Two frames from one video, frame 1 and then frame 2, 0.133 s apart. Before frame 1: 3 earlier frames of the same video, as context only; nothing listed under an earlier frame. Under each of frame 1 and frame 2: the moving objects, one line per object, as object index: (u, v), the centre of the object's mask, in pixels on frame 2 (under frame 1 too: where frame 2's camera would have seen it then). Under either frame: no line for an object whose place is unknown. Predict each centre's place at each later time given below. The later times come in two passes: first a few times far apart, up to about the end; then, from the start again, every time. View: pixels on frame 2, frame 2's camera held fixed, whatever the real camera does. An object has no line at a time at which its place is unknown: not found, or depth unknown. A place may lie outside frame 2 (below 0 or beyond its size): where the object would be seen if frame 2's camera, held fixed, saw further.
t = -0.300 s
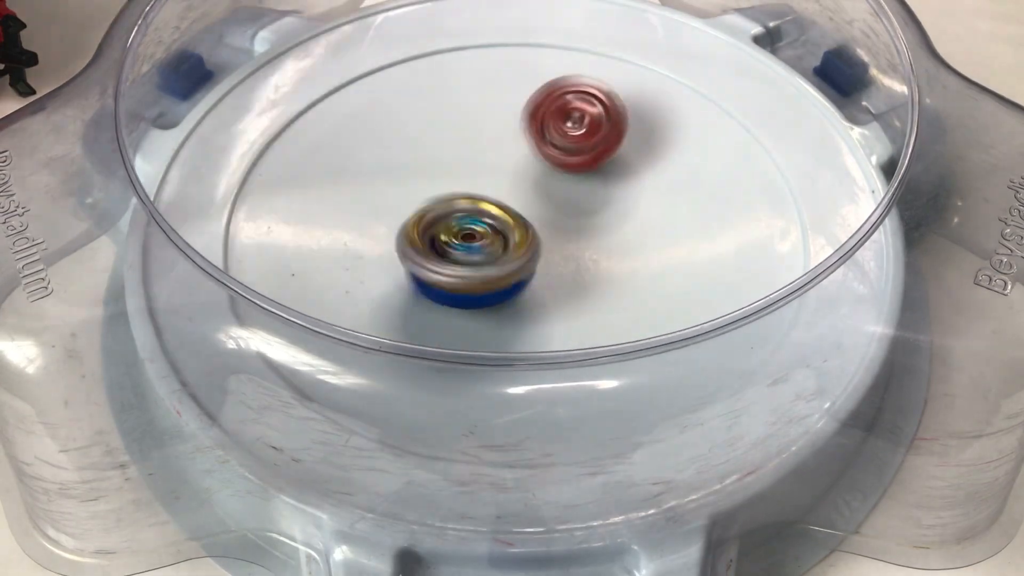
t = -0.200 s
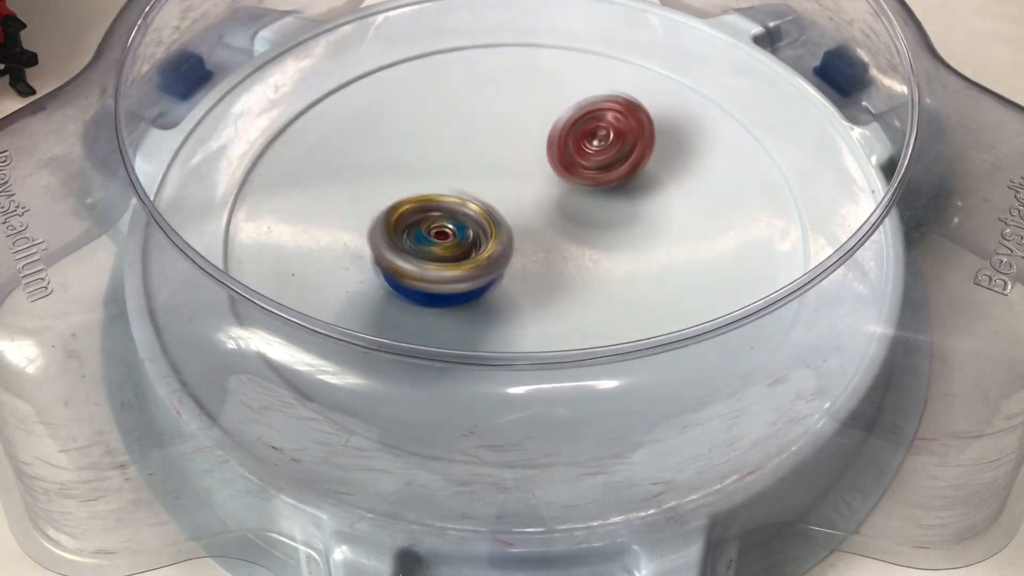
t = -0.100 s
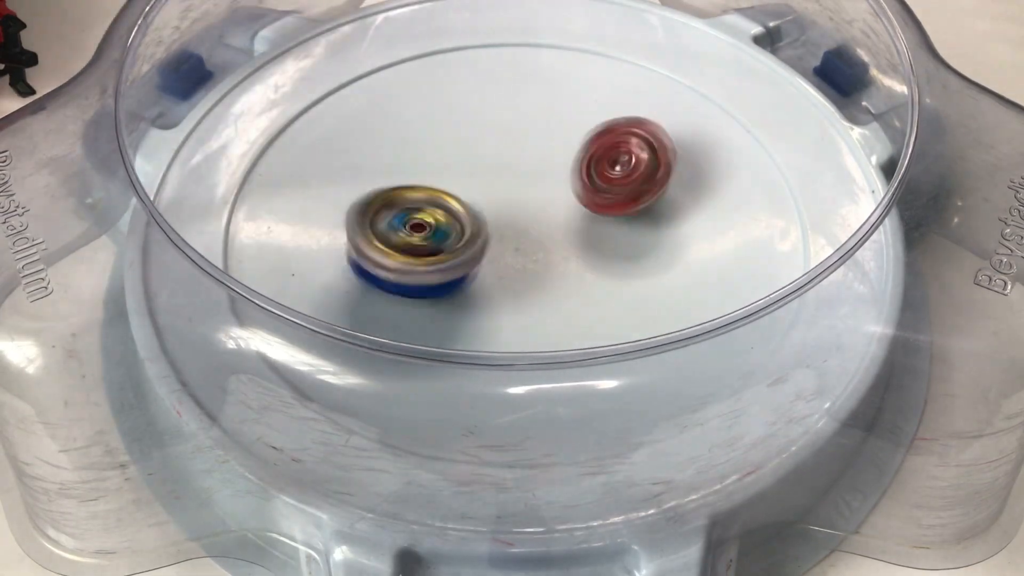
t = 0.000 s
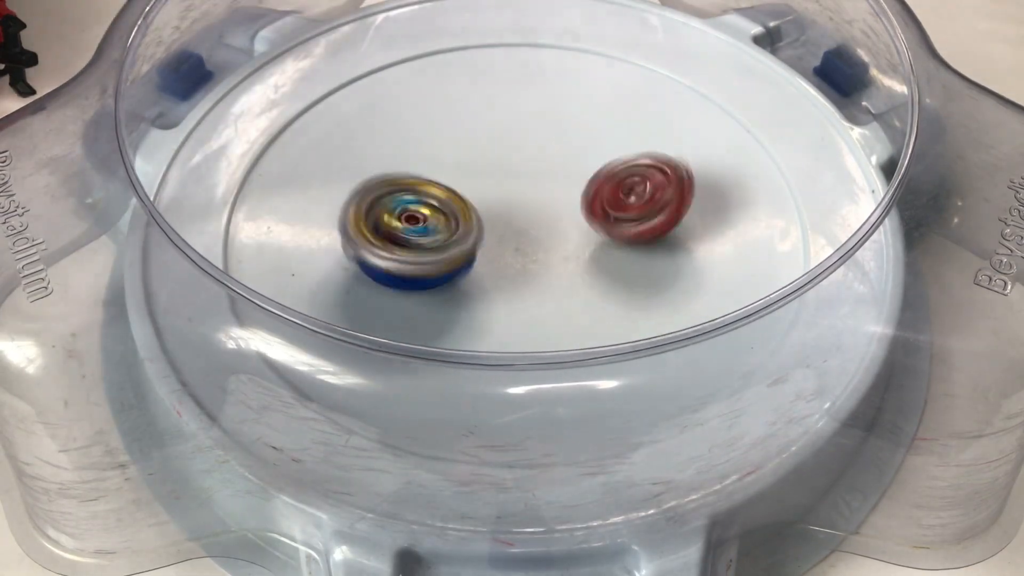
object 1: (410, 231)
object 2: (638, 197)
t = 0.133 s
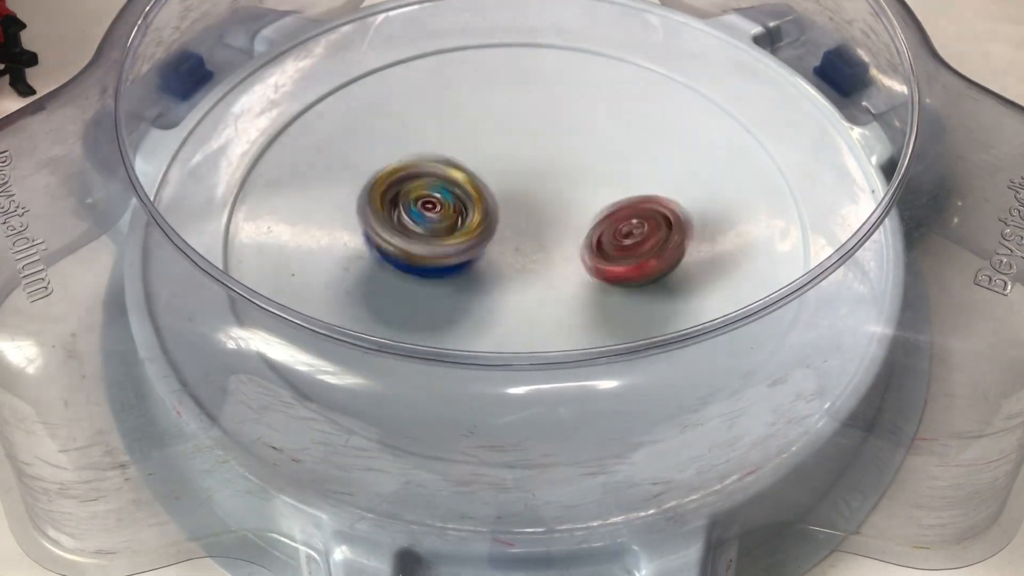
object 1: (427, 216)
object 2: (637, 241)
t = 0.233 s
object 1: (453, 201)
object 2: (619, 271)
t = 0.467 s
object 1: (512, 177)
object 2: (534, 304)
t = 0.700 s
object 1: (577, 180)
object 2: (439, 277)
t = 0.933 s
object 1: (627, 205)
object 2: (407, 211)
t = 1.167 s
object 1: (621, 231)
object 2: (447, 150)
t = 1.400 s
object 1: (556, 241)
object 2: (524, 131)
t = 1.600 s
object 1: (501, 227)
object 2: (593, 154)
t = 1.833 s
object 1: (460, 189)
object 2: (627, 215)
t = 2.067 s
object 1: (450, 148)
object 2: (587, 275)
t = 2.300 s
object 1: (484, 153)
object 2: (494, 285)
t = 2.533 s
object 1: (531, 186)
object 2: (429, 242)
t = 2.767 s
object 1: (570, 224)
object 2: (434, 164)
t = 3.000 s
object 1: (558, 264)
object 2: (501, 127)
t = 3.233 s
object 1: (500, 274)
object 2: (581, 151)
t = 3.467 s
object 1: (461, 242)
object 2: (612, 220)
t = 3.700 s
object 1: (480, 202)
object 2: (562, 286)
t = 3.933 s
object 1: (530, 188)
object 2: (474, 284)
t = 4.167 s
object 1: (576, 207)
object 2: (435, 226)
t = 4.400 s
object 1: (580, 249)
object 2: (473, 164)
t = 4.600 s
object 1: (539, 270)
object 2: (539, 148)
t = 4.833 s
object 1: (486, 252)
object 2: (601, 177)
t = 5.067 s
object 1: (473, 207)
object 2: (604, 248)
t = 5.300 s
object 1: (495, 187)
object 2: (521, 288)
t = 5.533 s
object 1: (536, 192)
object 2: (415, 282)
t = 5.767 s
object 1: (535, 214)
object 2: (406, 227)
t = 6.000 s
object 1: (526, 232)
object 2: (396, 171)
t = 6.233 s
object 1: (487, 221)
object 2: (533, 124)
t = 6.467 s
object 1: (505, 227)
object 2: (587, 89)
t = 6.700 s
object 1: (525, 234)
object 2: (543, 127)
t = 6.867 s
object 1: (527, 240)
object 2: (516, 119)
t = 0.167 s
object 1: (437, 210)
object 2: (631, 251)
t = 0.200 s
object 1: (443, 205)
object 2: (626, 262)
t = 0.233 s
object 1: (453, 201)
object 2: (619, 271)
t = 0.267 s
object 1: (459, 196)
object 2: (611, 279)
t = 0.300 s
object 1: (468, 192)
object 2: (600, 286)
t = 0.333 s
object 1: (475, 188)
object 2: (587, 292)
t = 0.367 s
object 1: (484, 185)
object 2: (575, 297)
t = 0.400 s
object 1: (493, 181)
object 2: (563, 301)
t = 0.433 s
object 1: (503, 180)
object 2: (549, 303)
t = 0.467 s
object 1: (512, 177)
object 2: (534, 304)
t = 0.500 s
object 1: (521, 176)
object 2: (516, 304)
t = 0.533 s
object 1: (532, 176)
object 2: (502, 303)
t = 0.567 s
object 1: (541, 175)
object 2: (488, 299)
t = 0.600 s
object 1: (552, 176)
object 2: (474, 294)
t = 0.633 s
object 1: (560, 177)
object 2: (458, 287)
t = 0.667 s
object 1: (569, 179)
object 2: (447, 283)
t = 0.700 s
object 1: (577, 180)
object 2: (439, 277)
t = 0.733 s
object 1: (586, 183)
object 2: (430, 268)
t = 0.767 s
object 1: (593, 185)
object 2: (419, 258)
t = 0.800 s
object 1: (601, 189)
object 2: (412, 249)
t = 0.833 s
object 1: (609, 192)
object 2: (409, 239)
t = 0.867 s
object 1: (616, 196)
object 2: (406, 229)
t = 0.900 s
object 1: (623, 199)
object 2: (404, 220)
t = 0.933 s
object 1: (627, 205)
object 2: (407, 211)
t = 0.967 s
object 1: (632, 209)
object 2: (410, 201)
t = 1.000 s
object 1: (633, 214)
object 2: (412, 189)
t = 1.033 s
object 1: (634, 218)
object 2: (416, 180)
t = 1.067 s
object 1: (633, 221)
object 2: (422, 171)
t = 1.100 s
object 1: (631, 225)
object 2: (428, 163)
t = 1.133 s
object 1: (628, 227)
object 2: (437, 157)
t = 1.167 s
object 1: (621, 231)
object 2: (447, 150)
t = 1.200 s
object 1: (615, 232)
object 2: (456, 142)
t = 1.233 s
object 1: (605, 236)
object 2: (464, 138)
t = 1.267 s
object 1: (594, 238)
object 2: (475, 136)
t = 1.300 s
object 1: (585, 240)
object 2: (487, 133)
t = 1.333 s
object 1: (574, 240)
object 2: (499, 133)
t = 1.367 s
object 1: (565, 242)
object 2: (513, 132)
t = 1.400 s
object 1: (556, 241)
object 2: (524, 131)
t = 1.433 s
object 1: (546, 241)
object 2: (535, 133)
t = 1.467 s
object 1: (536, 239)
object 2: (547, 137)
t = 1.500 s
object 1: (526, 237)
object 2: (560, 139)
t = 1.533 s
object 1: (518, 234)
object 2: (572, 145)
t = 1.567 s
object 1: (508, 231)
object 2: (584, 150)
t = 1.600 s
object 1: (501, 227)
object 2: (593, 154)
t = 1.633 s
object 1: (491, 223)
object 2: (601, 162)
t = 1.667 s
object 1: (486, 218)
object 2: (609, 170)
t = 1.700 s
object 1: (479, 212)
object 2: (616, 178)
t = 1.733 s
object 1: (474, 207)
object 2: (623, 185)
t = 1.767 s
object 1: (468, 201)
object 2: (627, 194)
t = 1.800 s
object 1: (465, 196)
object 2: (626, 204)
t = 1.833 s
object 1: (460, 189)
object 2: (627, 215)
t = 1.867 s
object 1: (457, 183)
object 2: (626, 224)
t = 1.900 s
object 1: (453, 177)
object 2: (623, 235)
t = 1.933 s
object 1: (451, 171)
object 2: (621, 243)
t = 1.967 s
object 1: (450, 164)
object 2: (612, 252)
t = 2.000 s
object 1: (449, 158)
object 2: (606, 261)
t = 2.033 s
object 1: (450, 151)
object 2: (596, 267)
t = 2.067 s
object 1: (450, 148)
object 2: (587, 275)
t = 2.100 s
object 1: (453, 145)
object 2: (578, 279)
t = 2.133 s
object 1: (454, 145)
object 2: (563, 284)
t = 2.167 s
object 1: (458, 144)
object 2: (552, 287)
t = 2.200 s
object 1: (462, 145)
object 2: (537, 287)
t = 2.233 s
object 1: (468, 147)
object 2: (525, 289)
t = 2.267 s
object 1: (473, 149)
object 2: (511, 287)
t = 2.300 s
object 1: (484, 153)
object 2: (494, 285)
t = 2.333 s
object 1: (490, 157)
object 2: (483, 280)
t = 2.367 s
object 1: (498, 160)
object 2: (468, 275)
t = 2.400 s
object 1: (506, 166)
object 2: (460, 271)
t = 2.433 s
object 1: (512, 170)
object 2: (446, 264)
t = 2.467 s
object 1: (518, 175)
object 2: (439, 257)
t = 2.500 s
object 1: (525, 180)
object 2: (432, 247)
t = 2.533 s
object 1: (531, 186)
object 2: (429, 242)
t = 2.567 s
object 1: (542, 192)
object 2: (422, 230)
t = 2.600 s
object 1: (548, 200)
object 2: (419, 218)
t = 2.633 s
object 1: (553, 203)
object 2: (417, 206)
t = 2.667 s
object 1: (558, 207)
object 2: (422, 195)
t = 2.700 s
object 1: (564, 212)
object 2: (422, 182)
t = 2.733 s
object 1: (568, 218)
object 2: (428, 172)
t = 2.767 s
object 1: (570, 224)
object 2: (434, 164)
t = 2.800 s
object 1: (572, 229)
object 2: (440, 152)
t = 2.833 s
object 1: (573, 235)
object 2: (448, 146)
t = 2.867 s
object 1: (572, 242)
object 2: (457, 139)
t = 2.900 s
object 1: (571, 247)
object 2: (469, 134)
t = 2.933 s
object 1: (567, 253)
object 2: (476, 129)
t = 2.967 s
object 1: (564, 259)
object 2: (488, 128)
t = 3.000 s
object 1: (558, 264)
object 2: (501, 127)
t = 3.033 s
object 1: (552, 268)
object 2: (512, 125)
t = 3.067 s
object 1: (544, 272)
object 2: (524, 128)
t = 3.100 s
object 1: (537, 274)
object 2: (536, 131)
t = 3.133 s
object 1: (526, 276)
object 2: (550, 133)
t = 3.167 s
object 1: (518, 276)
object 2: (559, 139)
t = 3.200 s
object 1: (508, 276)
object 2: (570, 144)
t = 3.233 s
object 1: (500, 274)
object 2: (581, 151)
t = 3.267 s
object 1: (491, 272)
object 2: (588, 158)
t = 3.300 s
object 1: (484, 268)
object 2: (596, 169)
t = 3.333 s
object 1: (477, 264)
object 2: (603, 178)
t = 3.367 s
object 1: (471, 259)
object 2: (607, 187)
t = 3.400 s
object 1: (466, 254)
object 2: (610, 199)
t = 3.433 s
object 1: (464, 247)
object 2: (611, 210)
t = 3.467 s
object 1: (461, 242)
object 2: (612, 220)
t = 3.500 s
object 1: (461, 235)
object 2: (607, 233)
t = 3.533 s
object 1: (461, 229)
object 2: (603, 243)
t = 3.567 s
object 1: (463, 223)
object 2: (600, 254)
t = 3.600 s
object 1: (466, 217)
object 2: (590, 264)
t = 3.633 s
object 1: (470, 212)
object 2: (584, 271)
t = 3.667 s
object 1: (474, 207)
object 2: (574, 280)
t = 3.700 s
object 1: (480, 202)
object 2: (562, 286)
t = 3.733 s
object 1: (485, 199)
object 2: (551, 289)
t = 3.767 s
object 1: (492, 195)
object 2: (538, 294)
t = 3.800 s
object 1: (499, 192)
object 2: (523, 296)
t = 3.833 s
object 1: (507, 190)
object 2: (511, 294)
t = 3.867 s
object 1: (514, 189)
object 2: (497, 293)
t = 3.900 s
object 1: (522, 188)
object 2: (483, 289)
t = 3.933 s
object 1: (530, 188)
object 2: (474, 284)
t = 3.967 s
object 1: (538, 188)
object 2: (463, 279)
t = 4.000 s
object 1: (545, 191)
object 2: (451, 271)
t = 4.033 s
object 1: (552, 192)
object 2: (447, 263)
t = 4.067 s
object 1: (559, 196)
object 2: (441, 255)
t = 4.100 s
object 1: (565, 199)
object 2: (435, 244)
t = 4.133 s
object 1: (572, 204)
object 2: (435, 234)
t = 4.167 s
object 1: (576, 207)
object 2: (435, 226)
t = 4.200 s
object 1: (581, 213)
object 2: (434, 214)
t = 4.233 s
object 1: (583, 218)
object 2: (438, 204)
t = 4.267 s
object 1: (585, 225)
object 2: (444, 195)
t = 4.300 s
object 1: (585, 231)
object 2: (448, 186)
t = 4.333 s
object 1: (585, 238)
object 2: (455, 178)
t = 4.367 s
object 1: (583, 243)
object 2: (465, 169)
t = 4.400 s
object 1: (580, 249)
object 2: (473, 164)
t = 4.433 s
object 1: (575, 254)
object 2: (483, 158)
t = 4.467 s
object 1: (570, 260)
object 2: (495, 153)
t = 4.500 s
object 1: (563, 263)
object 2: (504, 150)
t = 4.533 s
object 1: (556, 267)
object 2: (516, 149)
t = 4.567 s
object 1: (547, 269)
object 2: (528, 145)
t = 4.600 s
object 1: (539, 270)
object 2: (539, 148)
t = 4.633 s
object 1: (529, 270)
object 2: (552, 149)
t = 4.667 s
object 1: (522, 269)
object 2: (561, 150)
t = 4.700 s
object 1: (514, 267)
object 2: (571, 155)
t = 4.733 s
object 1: (507, 265)
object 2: (582, 158)
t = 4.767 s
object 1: (498, 261)
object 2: (587, 164)
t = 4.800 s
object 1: (493, 257)
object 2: (594, 170)
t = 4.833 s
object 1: (486, 252)
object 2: (601, 177)
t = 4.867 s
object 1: (483, 246)
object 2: (603, 187)
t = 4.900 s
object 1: (479, 241)
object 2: (606, 194)
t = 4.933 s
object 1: (478, 235)
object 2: (607, 202)
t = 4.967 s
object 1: (477, 229)
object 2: (605, 214)
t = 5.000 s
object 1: (476, 222)
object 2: (603, 224)
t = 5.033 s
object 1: (471, 213)
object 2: (607, 236)
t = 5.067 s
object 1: (473, 207)
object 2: (604, 248)
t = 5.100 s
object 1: (475, 205)
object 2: (597, 258)
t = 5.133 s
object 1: (474, 202)
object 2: (590, 265)
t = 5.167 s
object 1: (475, 197)
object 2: (581, 273)
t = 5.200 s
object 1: (479, 190)
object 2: (566, 280)
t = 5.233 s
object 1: (486, 188)
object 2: (552, 286)
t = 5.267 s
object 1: (491, 187)
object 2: (537, 287)
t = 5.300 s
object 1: (495, 187)
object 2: (521, 288)
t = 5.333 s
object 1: (499, 184)
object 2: (506, 288)
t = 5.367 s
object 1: (506, 183)
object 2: (492, 284)
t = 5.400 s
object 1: (513, 183)
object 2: (479, 281)
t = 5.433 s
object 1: (524, 181)
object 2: (457, 287)
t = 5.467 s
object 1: (532, 183)
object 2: (440, 289)
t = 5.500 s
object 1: (537, 187)
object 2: (427, 286)
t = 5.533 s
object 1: (536, 192)
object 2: (415, 282)
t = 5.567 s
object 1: (536, 193)
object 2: (405, 276)
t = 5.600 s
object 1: (539, 195)
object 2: (400, 269)
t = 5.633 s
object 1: (542, 197)
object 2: (397, 261)
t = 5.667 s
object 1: (542, 203)
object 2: (394, 253)
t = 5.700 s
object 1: (539, 208)
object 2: (396, 244)
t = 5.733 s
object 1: (536, 213)
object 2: (400, 235)
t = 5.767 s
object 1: (535, 214)
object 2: (406, 227)
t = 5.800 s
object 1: (541, 217)
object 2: (393, 209)
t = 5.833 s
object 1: (548, 225)
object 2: (377, 191)
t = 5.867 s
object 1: (548, 228)
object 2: (368, 183)
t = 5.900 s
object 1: (542, 232)
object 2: (370, 173)
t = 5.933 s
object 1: (536, 234)
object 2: (380, 175)
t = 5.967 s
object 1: (532, 232)
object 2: (389, 176)
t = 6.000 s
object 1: (526, 232)
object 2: (396, 171)
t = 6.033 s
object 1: (522, 230)
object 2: (404, 170)
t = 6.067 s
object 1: (517, 228)
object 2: (415, 169)
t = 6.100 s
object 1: (514, 225)
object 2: (428, 166)
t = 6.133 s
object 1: (509, 220)
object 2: (442, 156)
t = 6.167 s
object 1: (497, 219)
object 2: (482, 132)
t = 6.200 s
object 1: (490, 222)
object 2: (510, 131)
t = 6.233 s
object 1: (487, 221)
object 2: (533, 124)
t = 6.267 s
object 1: (489, 219)
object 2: (552, 120)
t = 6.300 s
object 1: (490, 218)
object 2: (570, 112)
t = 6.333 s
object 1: (497, 221)
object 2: (584, 103)
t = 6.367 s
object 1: (502, 225)
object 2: (589, 96)
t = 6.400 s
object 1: (503, 227)
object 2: (588, 91)
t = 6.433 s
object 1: (504, 226)
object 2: (587, 89)
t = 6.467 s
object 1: (505, 227)
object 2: (587, 89)
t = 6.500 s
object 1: (508, 228)
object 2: (588, 91)
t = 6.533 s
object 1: (508, 229)
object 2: (589, 96)
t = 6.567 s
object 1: (512, 228)
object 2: (588, 102)
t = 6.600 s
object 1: (514, 229)
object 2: (582, 114)
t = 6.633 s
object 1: (519, 230)
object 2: (572, 121)
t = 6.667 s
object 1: (523, 232)
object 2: (558, 125)
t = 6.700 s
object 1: (525, 234)
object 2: (543, 127)
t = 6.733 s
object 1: (530, 234)
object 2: (531, 126)
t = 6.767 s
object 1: (528, 236)
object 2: (524, 127)
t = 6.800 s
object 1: (530, 235)
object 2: (519, 124)
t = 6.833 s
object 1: (530, 237)
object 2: (517, 121)
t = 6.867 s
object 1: (527, 240)
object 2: (516, 119)
